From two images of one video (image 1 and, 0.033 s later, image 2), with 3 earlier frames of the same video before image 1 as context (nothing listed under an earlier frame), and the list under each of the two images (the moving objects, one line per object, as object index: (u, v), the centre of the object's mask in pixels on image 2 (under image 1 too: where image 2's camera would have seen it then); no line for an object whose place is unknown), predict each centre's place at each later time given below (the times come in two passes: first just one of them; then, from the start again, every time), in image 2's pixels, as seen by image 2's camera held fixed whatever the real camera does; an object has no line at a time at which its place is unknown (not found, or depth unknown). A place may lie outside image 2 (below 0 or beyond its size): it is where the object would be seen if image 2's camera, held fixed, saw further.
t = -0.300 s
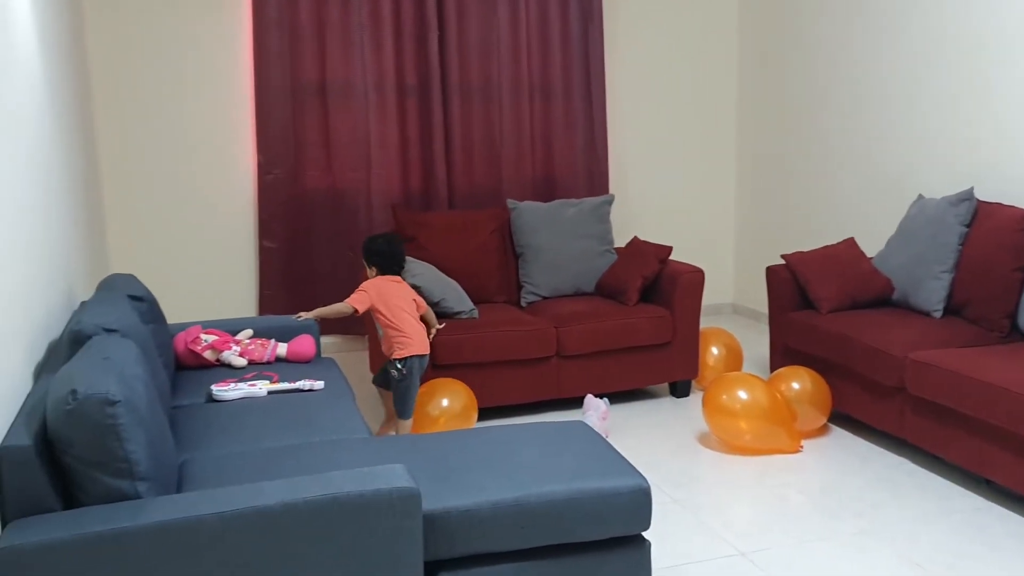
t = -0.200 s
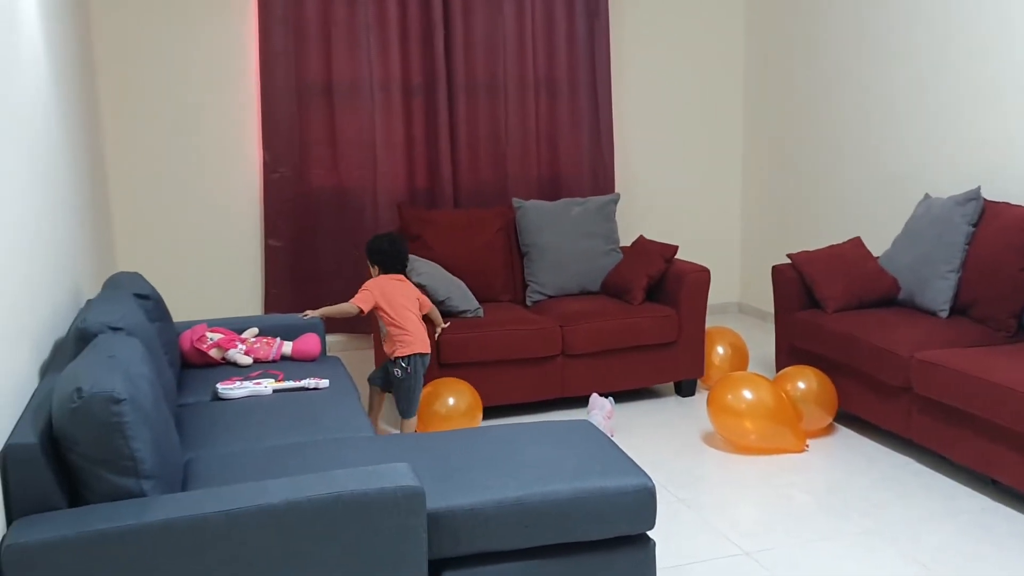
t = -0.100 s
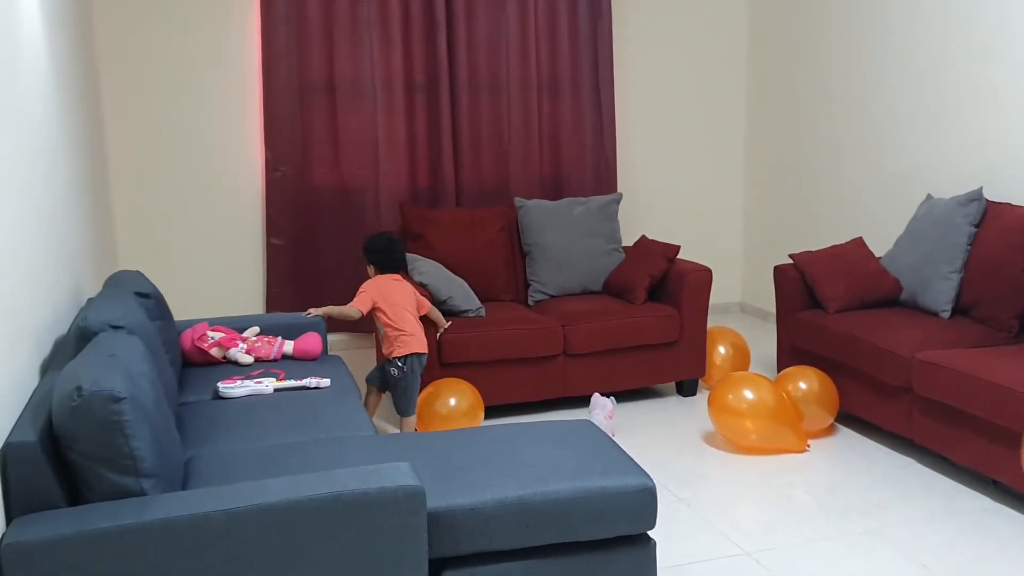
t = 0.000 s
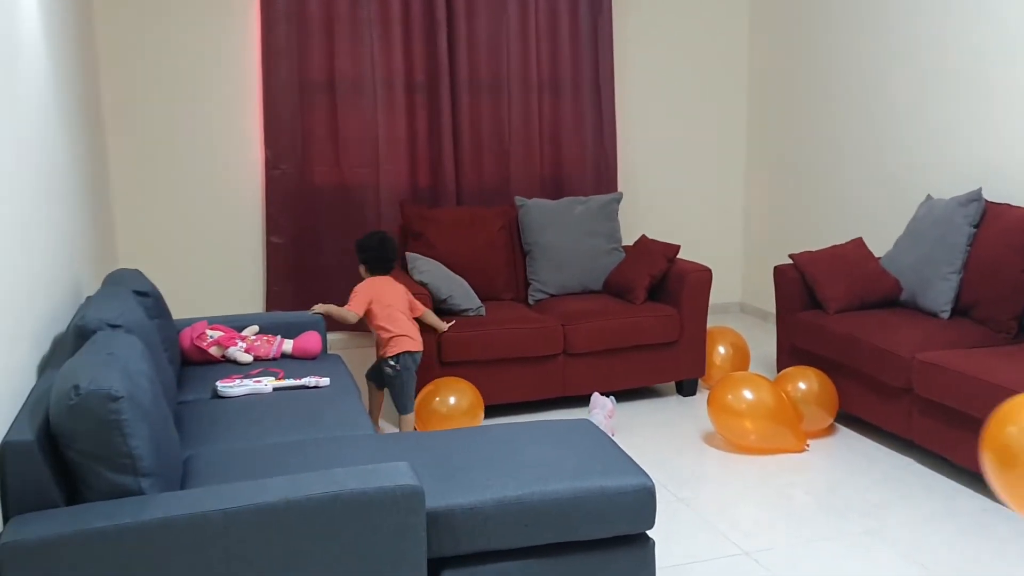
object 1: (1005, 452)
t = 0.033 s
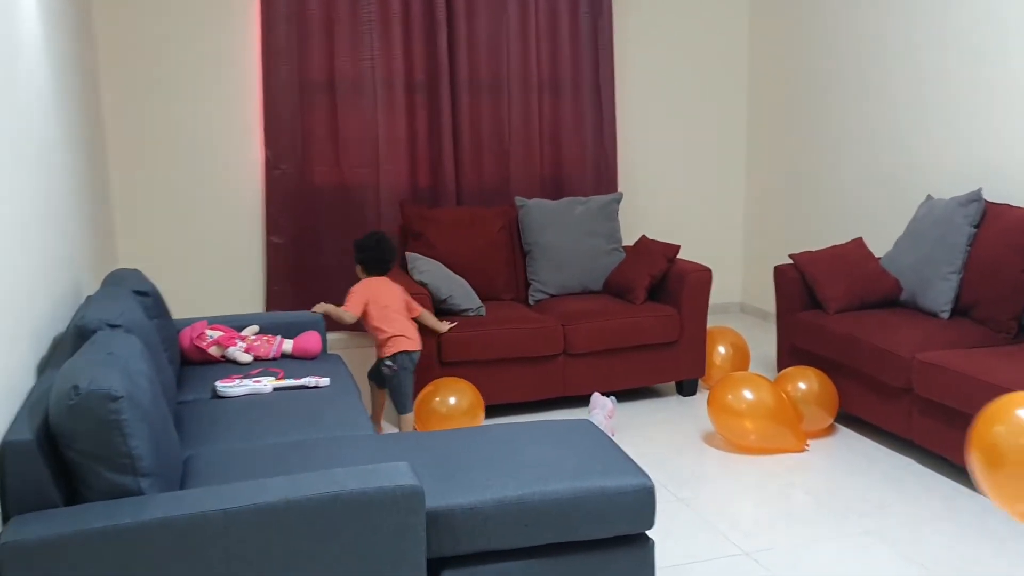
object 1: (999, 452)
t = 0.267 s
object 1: (973, 463)
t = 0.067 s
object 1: (995, 453)
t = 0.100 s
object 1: (993, 455)
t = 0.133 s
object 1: (992, 457)
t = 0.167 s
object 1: (991, 459)
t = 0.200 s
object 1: (989, 460)
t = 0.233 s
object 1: (980, 461)
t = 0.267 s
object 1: (973, 463)
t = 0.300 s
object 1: (967, 466)
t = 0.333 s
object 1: (960, 468)
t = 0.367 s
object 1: (953, 471)
